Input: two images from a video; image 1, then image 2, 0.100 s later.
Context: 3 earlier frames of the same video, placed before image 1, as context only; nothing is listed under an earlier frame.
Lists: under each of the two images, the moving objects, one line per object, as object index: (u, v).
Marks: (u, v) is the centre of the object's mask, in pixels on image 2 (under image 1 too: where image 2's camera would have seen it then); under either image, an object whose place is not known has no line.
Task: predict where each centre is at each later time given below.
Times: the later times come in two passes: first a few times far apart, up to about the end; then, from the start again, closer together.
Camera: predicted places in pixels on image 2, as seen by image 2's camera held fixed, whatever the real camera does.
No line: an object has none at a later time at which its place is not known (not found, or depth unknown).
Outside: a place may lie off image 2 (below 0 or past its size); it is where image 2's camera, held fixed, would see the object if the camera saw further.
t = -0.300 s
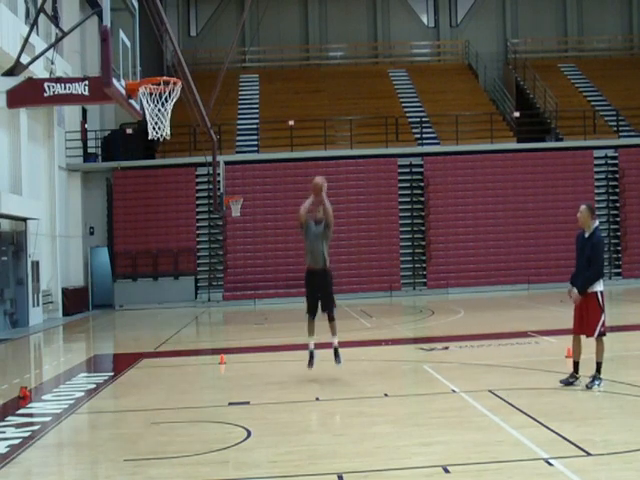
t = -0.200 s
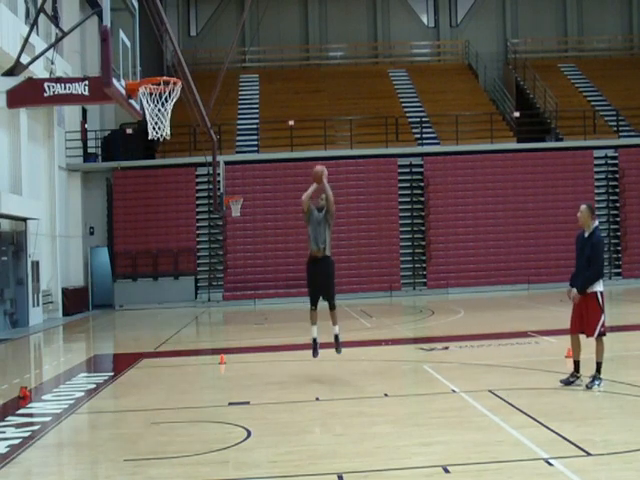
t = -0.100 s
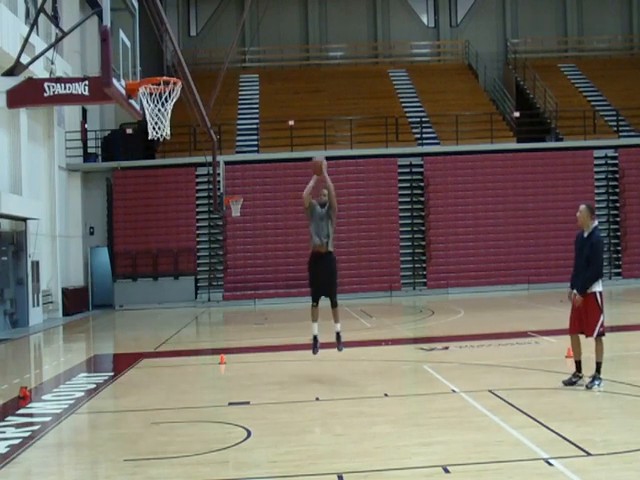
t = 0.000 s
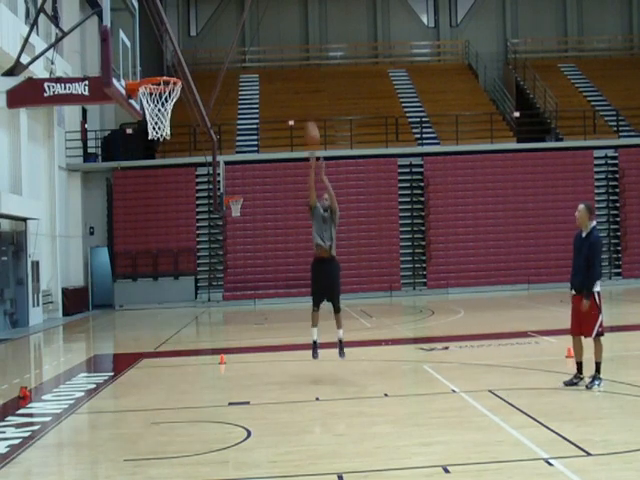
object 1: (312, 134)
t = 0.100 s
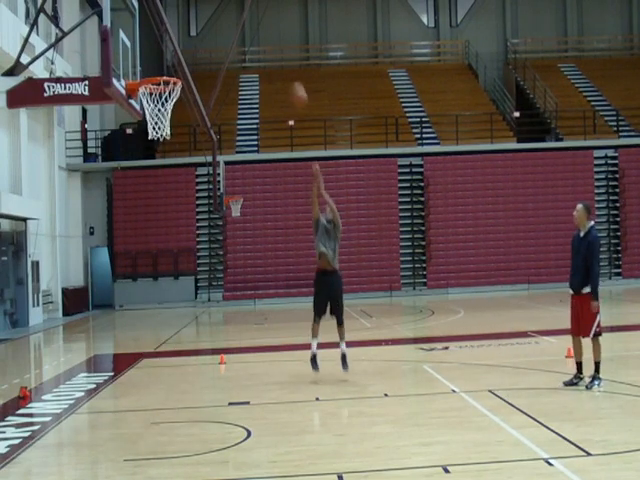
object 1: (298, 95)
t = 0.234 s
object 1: (280, 53)
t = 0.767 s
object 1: (193, 33)
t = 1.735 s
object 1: (101, 380)
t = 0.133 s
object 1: (294, 84)
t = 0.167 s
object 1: (290, 74)
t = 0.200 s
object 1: (285, 65)
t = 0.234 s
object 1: (280, 53)
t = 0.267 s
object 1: (275, 45)
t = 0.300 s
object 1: (271, 37)
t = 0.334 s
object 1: (266, 32)
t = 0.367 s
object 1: (260, 26)
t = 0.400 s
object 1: (256, 21)
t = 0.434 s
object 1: (250, 16)
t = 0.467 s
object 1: (244, 12)
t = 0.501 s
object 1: (239, 11)
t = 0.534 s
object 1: (234, 11)
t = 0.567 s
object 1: (228, 10)
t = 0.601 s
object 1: (223, 12)
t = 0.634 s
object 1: (218, 13)
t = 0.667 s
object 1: (212, 16)
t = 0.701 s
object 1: (206, 20)
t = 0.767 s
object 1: (193, 33)
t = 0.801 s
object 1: (187, 42)
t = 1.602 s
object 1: (104, 399)
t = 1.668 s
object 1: (100, 424)
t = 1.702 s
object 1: (102, 401)
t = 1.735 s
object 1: (101, 380)
